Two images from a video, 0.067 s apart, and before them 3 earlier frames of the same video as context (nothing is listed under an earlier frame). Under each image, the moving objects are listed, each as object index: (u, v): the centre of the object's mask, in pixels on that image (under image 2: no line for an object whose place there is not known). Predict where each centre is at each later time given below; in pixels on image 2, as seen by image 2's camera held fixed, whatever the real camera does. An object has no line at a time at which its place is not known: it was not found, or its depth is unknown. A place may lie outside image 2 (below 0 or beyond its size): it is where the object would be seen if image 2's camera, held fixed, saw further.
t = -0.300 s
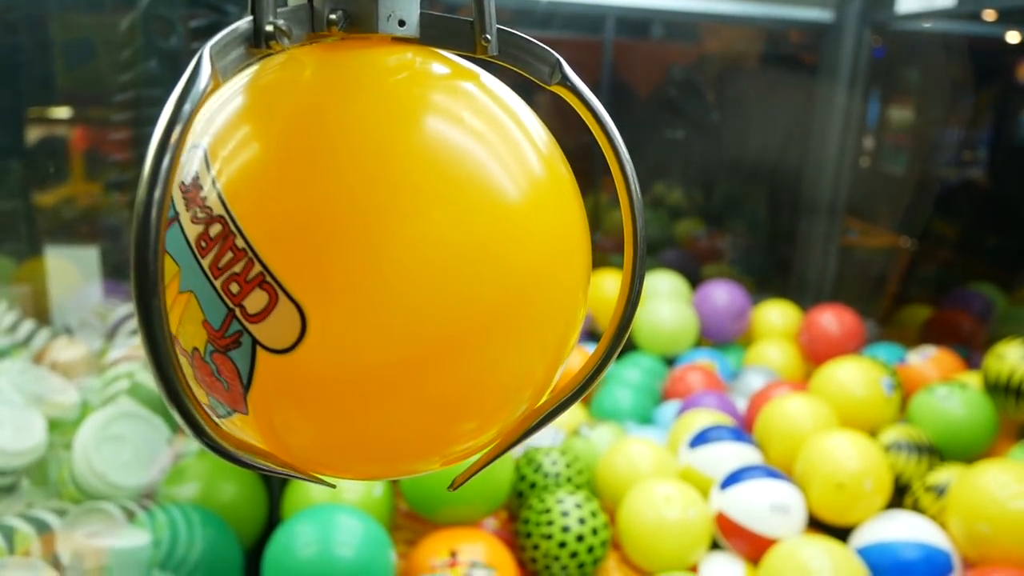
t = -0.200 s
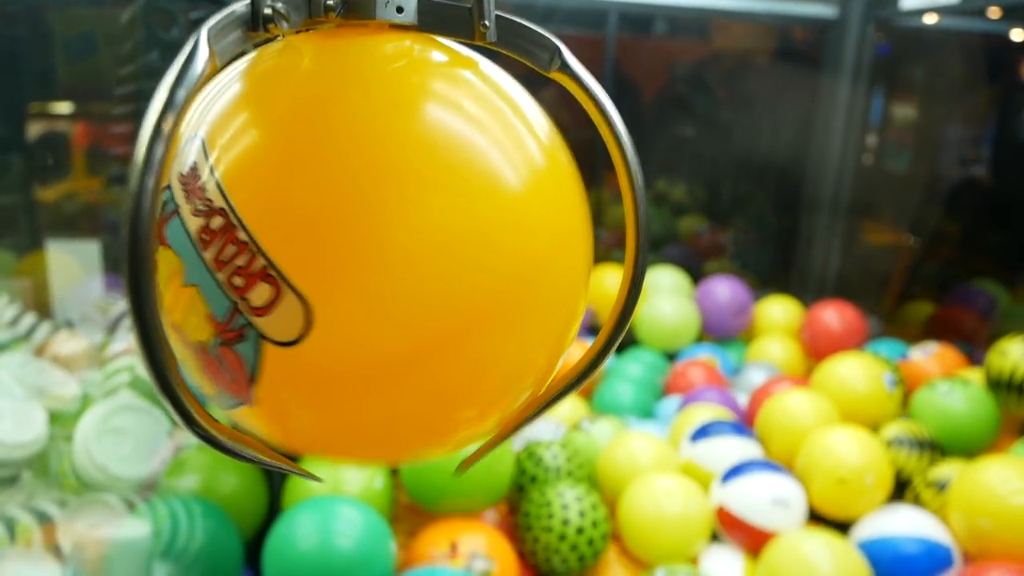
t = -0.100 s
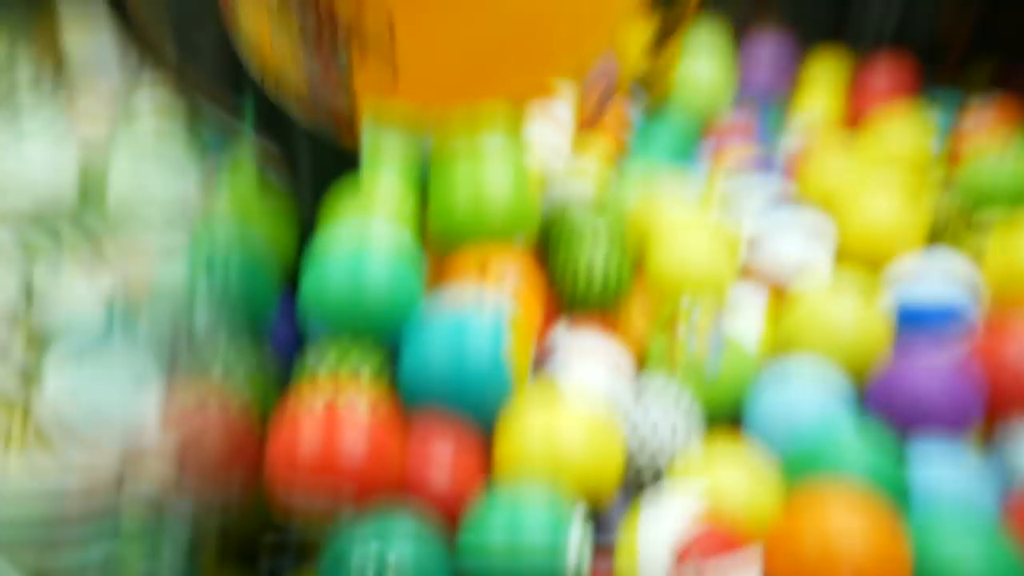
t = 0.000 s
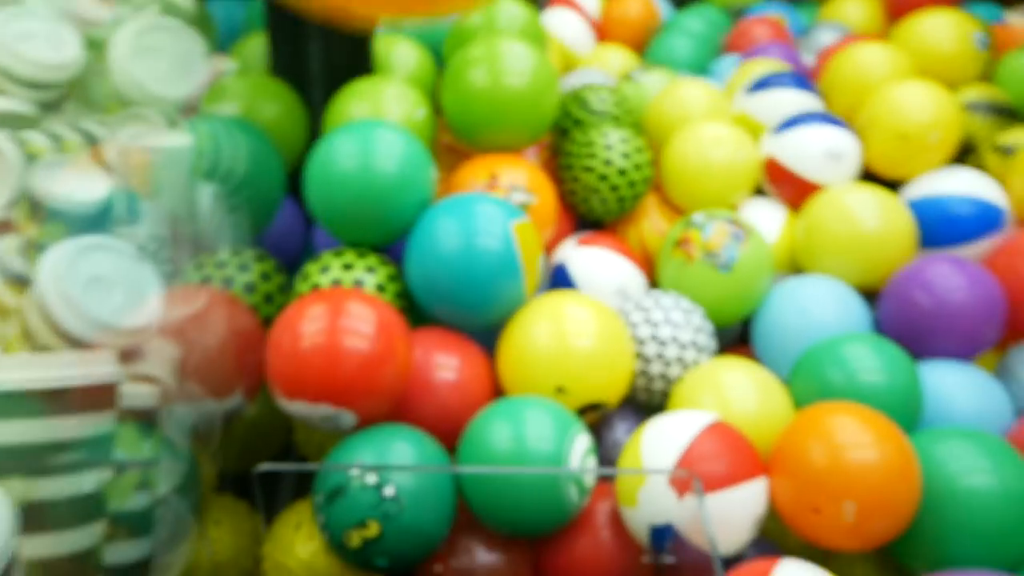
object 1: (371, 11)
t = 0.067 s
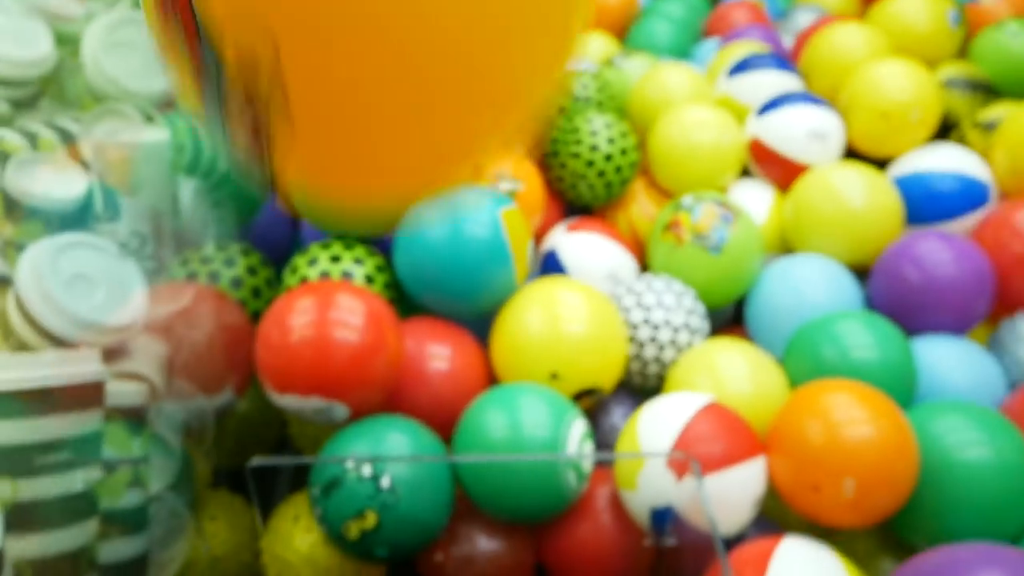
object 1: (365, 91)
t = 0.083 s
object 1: (373, 124)
